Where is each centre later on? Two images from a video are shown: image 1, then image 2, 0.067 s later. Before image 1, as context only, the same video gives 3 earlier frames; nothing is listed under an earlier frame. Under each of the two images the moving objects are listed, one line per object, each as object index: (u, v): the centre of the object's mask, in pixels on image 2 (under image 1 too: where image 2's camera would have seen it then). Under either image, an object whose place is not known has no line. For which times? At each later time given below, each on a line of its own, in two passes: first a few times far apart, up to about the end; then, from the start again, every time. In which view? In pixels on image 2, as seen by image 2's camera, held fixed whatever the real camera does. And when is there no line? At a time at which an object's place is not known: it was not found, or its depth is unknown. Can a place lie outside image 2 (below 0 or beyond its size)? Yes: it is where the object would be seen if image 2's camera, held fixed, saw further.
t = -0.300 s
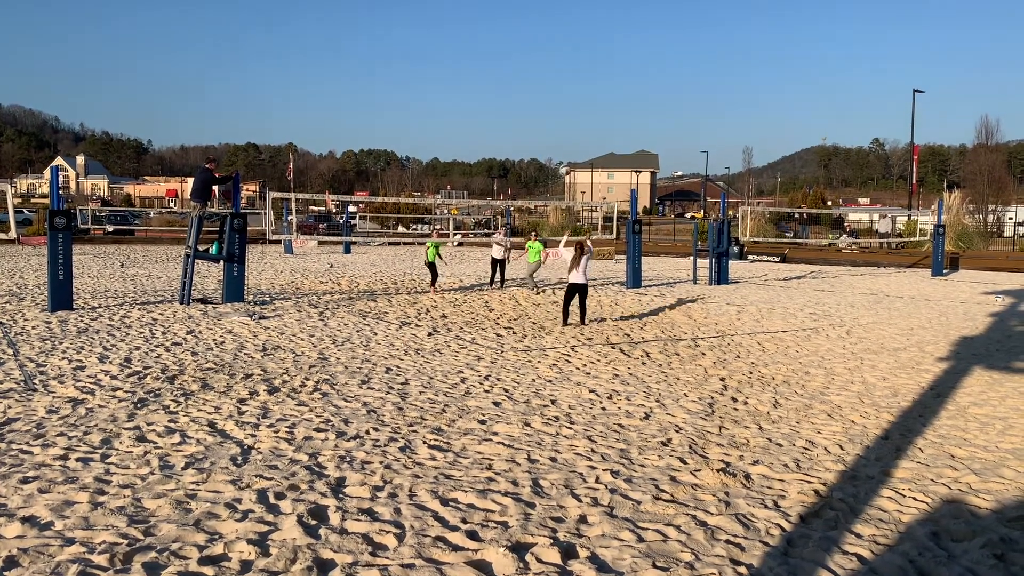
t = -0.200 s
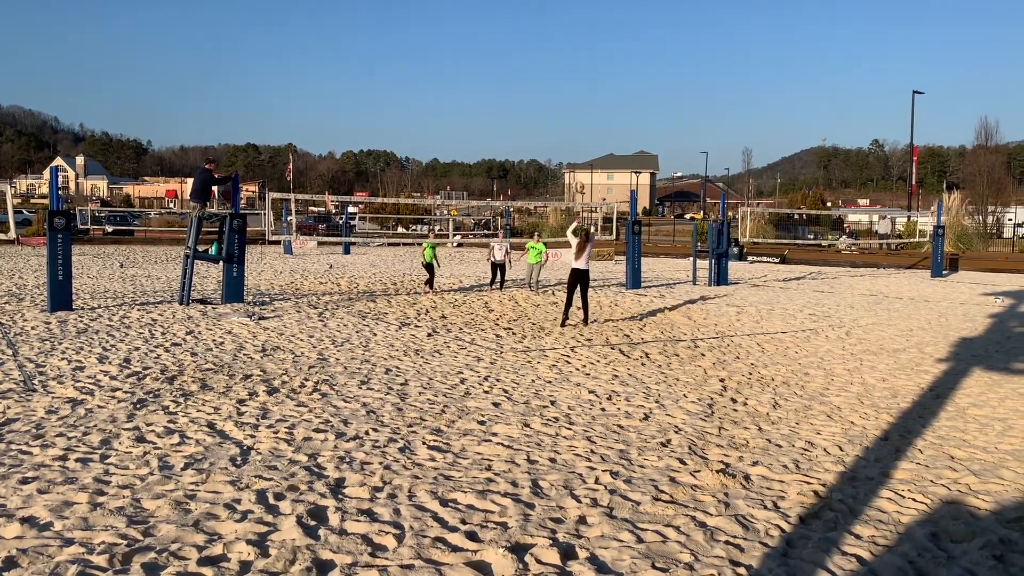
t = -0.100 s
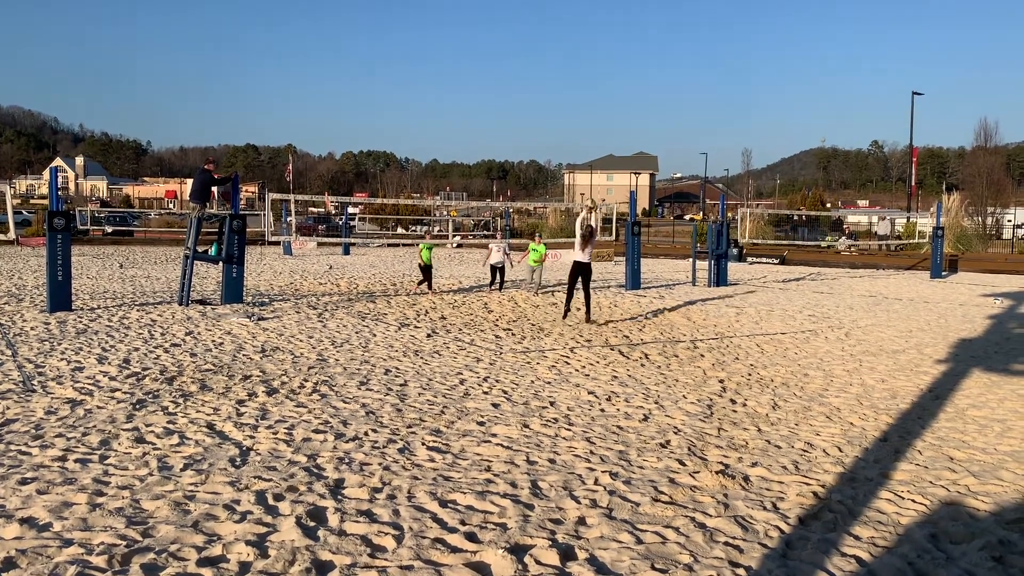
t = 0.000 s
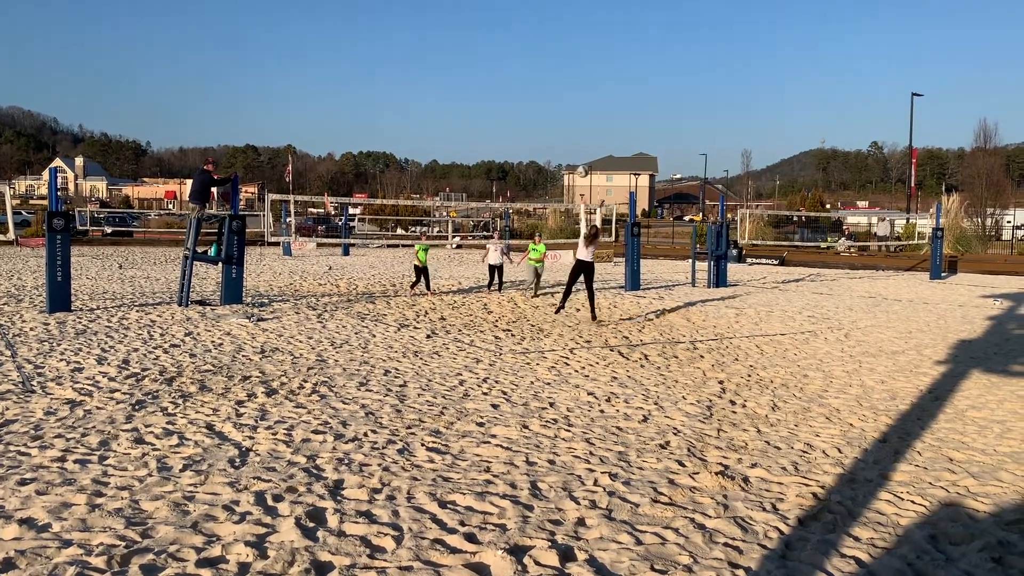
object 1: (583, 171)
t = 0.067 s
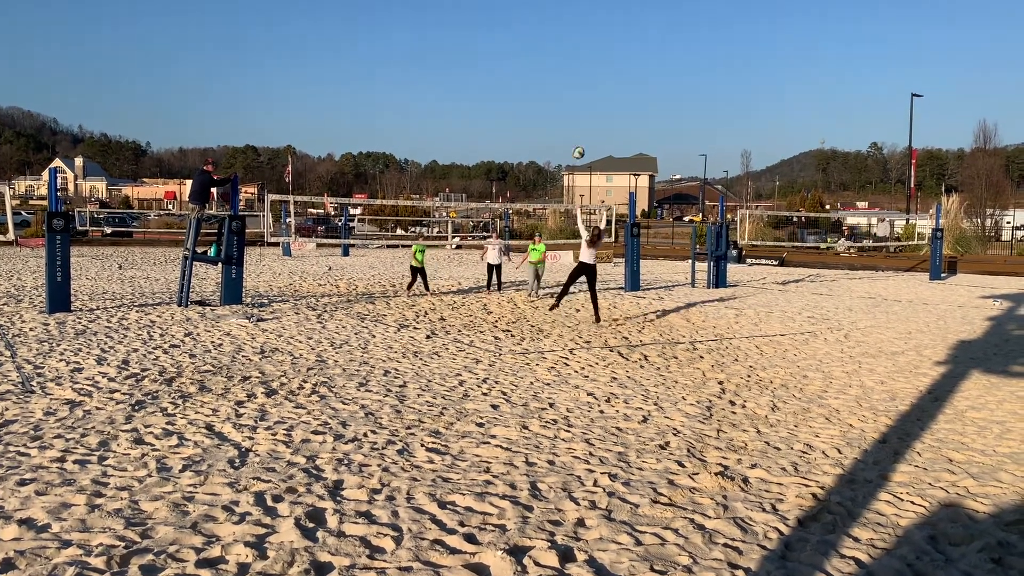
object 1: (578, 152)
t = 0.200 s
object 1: (569, 123)
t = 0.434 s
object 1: (555, 95)
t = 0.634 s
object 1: (542, 96)
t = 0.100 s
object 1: (576, 144)
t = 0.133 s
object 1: (574, 136)
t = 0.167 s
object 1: (572, 129)
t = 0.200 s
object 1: (569, 123)
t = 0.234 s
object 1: (568, 117)
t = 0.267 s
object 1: (565, 112)
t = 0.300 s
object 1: (563, 107)
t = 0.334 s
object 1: (561, 103)
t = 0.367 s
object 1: (559, 100)
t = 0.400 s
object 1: (557, 97)
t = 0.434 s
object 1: (555, 95)
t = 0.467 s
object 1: (553, 93)
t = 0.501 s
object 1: (551, 93)
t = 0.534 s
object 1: (548, 92)
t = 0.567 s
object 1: (546, 93)
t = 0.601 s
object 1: (544, 94)
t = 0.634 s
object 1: (542, 96)
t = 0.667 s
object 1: (540, 97)
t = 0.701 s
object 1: (538, 101)
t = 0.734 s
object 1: (536, 104)
